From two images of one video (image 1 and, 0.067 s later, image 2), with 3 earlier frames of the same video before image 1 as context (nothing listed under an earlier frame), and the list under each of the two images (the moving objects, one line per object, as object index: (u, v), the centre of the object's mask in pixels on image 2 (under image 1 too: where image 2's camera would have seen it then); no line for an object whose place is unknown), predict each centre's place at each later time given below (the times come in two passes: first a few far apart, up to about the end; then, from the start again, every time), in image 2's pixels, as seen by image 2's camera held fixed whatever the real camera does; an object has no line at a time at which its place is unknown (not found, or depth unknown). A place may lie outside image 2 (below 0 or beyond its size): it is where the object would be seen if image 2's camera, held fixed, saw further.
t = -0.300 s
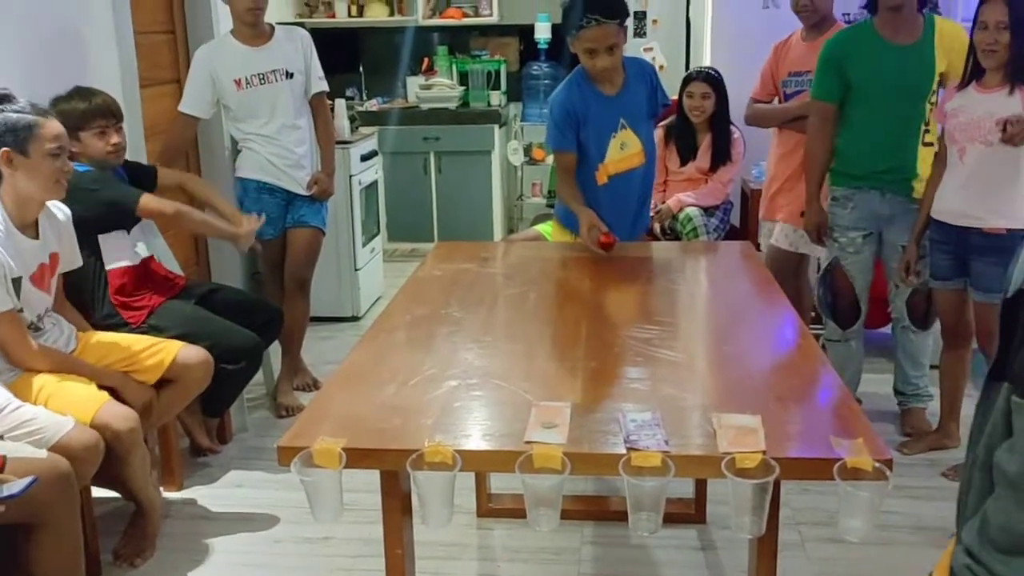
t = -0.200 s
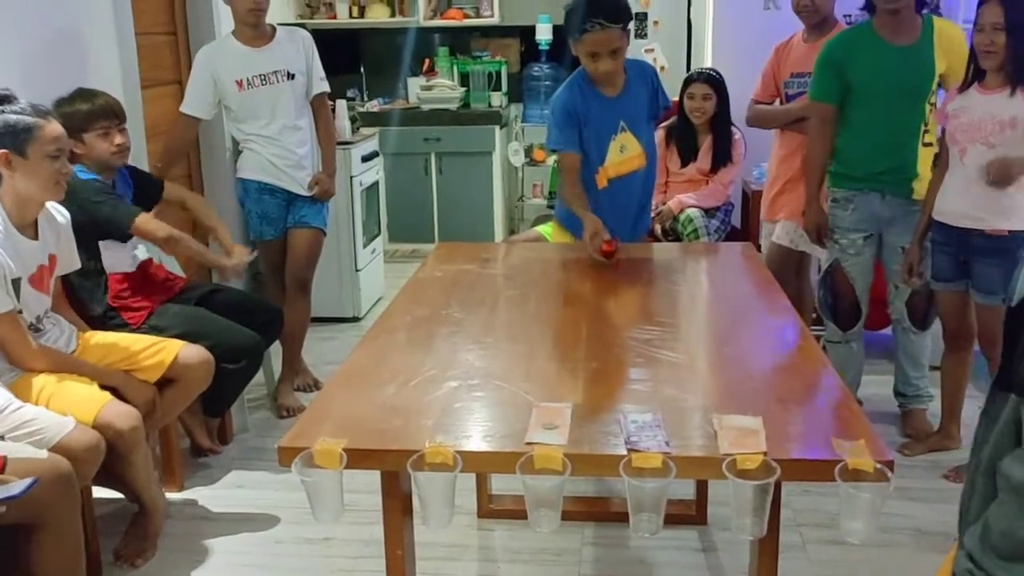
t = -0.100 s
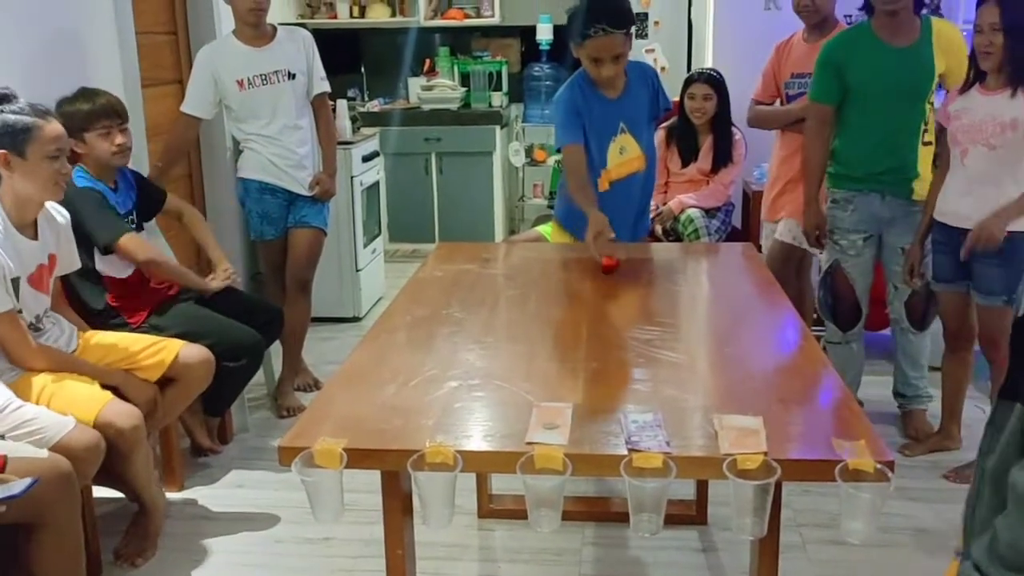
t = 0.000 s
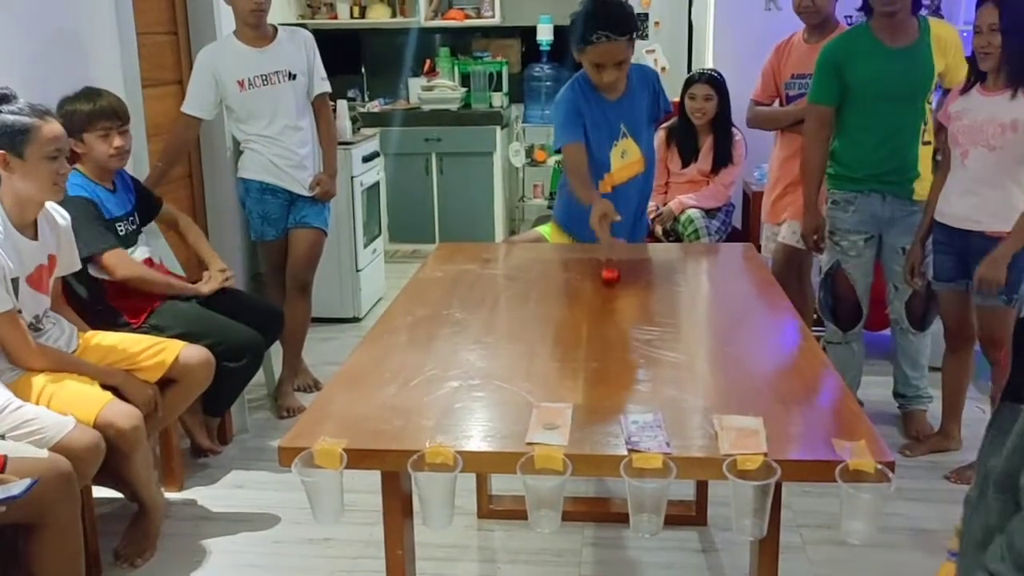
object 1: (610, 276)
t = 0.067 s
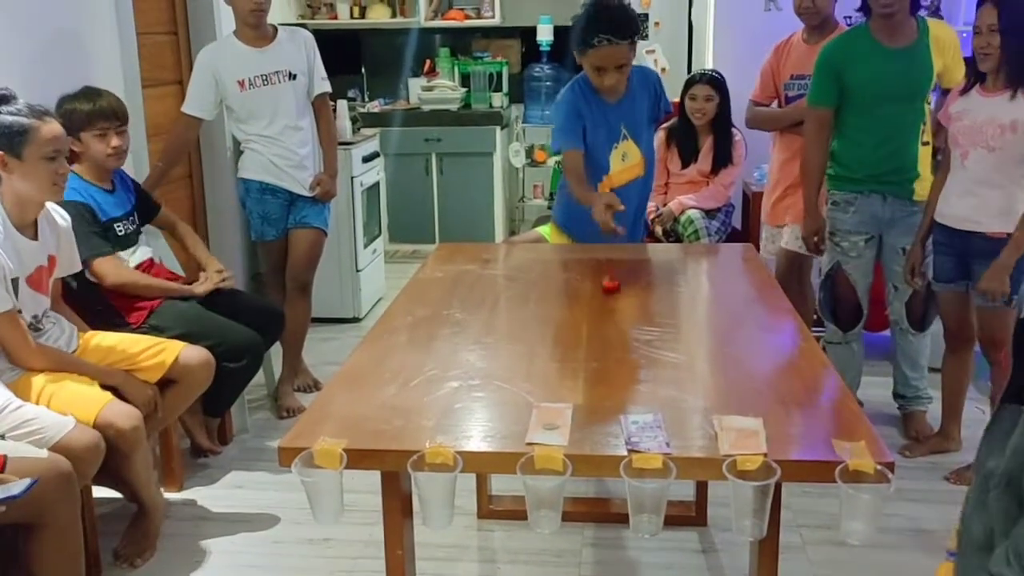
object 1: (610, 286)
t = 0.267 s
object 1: (618, 308)
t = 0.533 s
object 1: (630, 337)
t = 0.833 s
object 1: (656, 380)
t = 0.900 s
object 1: (663, 383)
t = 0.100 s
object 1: (611, 297)
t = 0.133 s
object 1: (612, 294)
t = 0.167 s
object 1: (613, 295)
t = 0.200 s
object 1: (615, 301)
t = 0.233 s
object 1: (616, 310)
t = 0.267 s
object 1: (618, 308)
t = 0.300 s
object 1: (618, 308)
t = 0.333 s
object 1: (620, 315)
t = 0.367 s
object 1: (622, 325)
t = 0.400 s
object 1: (623, 323)
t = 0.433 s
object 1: (624, 323)
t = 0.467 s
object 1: (627, 329)
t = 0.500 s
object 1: (628, 338)
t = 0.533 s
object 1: (630, 337)
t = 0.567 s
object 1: (633, 340)
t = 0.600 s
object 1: (635, 349)
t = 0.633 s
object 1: (637, 351)
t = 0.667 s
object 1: (640, 352)
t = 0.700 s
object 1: (643, 358)
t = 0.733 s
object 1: (646, 367)
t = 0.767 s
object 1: (649, 366)
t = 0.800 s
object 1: (653, 371)
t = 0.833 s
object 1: (656, 380)
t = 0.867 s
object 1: (659, 380)
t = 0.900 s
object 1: (663, 383)
